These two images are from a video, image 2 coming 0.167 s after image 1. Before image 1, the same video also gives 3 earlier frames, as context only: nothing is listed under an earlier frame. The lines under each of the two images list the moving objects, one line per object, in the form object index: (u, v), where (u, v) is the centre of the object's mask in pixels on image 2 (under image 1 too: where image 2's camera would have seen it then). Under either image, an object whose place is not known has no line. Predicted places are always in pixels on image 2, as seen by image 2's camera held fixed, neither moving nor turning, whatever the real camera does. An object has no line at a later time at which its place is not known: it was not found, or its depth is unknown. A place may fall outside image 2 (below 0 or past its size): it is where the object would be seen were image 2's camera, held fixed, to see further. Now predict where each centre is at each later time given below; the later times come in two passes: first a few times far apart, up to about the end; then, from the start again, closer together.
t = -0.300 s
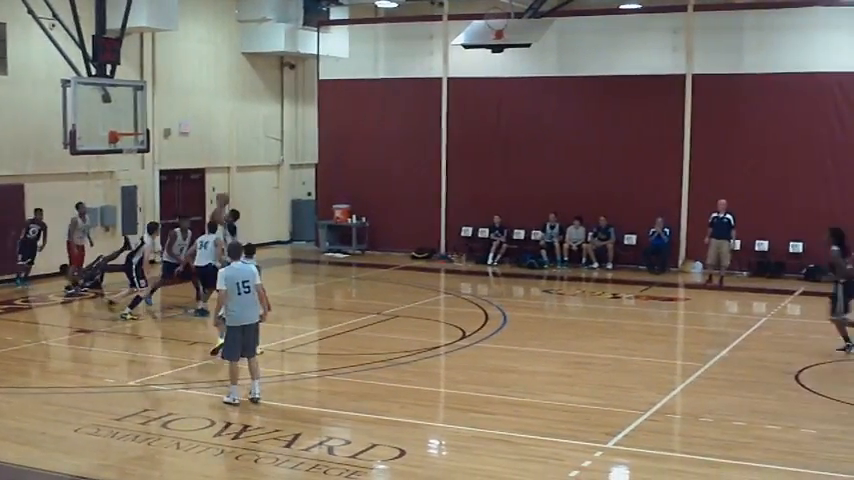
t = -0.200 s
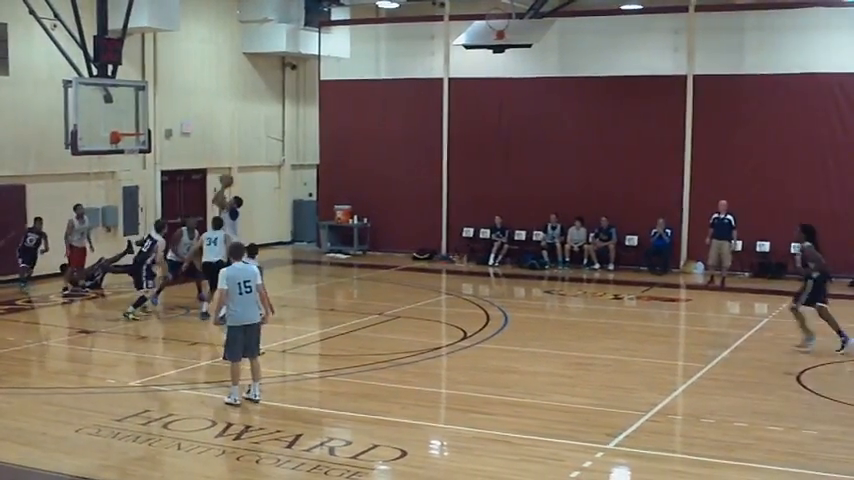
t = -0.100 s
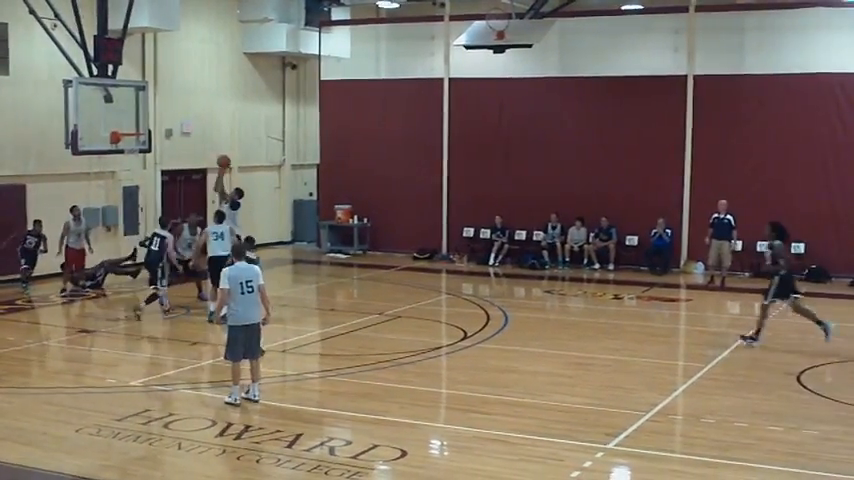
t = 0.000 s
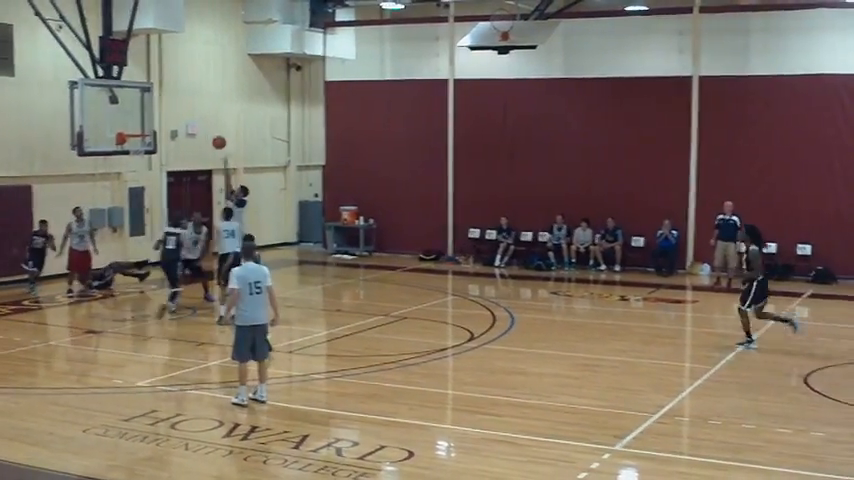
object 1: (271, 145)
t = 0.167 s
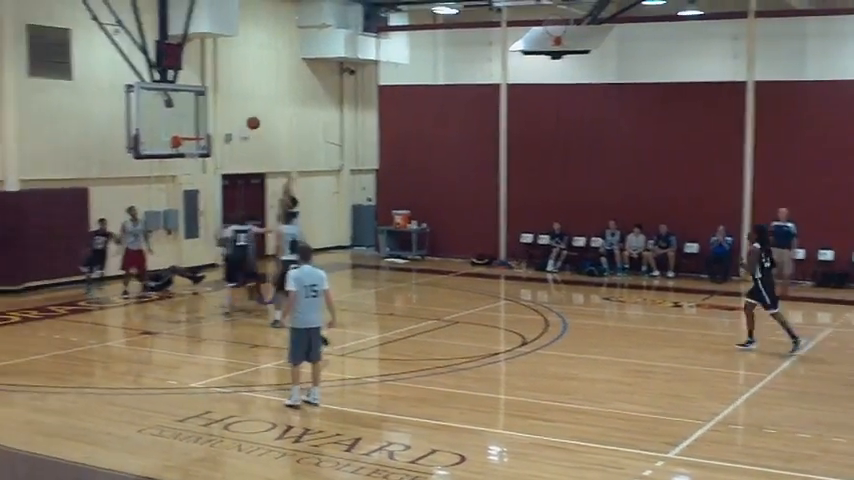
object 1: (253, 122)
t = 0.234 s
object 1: (246, 117)
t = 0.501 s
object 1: (216, 122)
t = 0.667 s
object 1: (211, 131)
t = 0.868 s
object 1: (224, 141)
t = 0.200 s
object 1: (249, 119)
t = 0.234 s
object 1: (246, 117)
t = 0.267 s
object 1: (242, 115)
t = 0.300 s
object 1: (238, 114)
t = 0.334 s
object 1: (234, 114)
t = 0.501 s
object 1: (216, 122)
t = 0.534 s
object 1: (212, 125)
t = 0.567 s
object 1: (209, 129)
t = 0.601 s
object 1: (208, 132)
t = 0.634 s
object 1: (209, 131)
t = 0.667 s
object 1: (211, 131)
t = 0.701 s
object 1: (214, 131)
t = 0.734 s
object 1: (216, 132)
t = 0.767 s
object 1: (218, 133)
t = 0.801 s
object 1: (220, 135)
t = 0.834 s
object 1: (222, 137)
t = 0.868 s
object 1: (224, 141)
